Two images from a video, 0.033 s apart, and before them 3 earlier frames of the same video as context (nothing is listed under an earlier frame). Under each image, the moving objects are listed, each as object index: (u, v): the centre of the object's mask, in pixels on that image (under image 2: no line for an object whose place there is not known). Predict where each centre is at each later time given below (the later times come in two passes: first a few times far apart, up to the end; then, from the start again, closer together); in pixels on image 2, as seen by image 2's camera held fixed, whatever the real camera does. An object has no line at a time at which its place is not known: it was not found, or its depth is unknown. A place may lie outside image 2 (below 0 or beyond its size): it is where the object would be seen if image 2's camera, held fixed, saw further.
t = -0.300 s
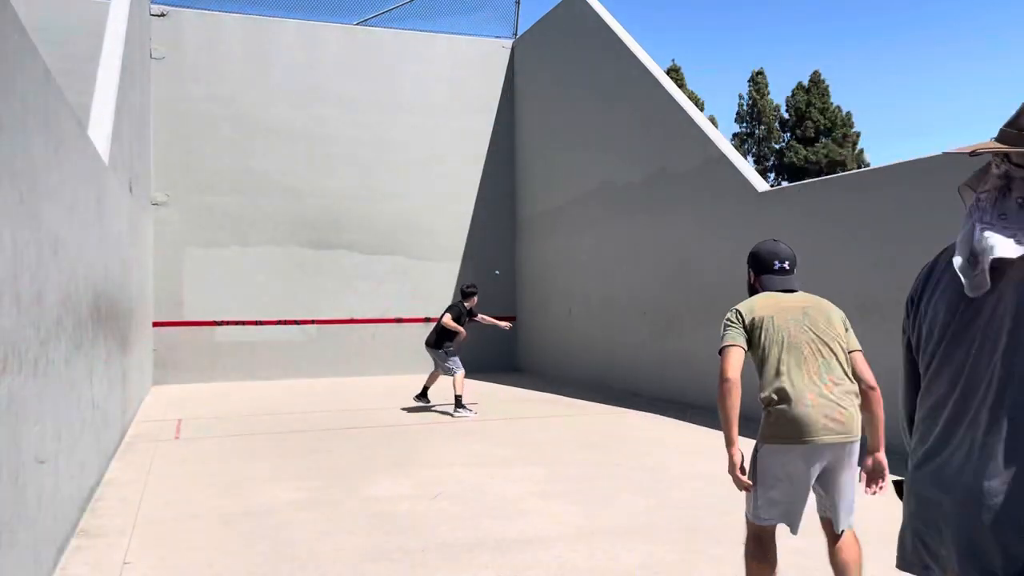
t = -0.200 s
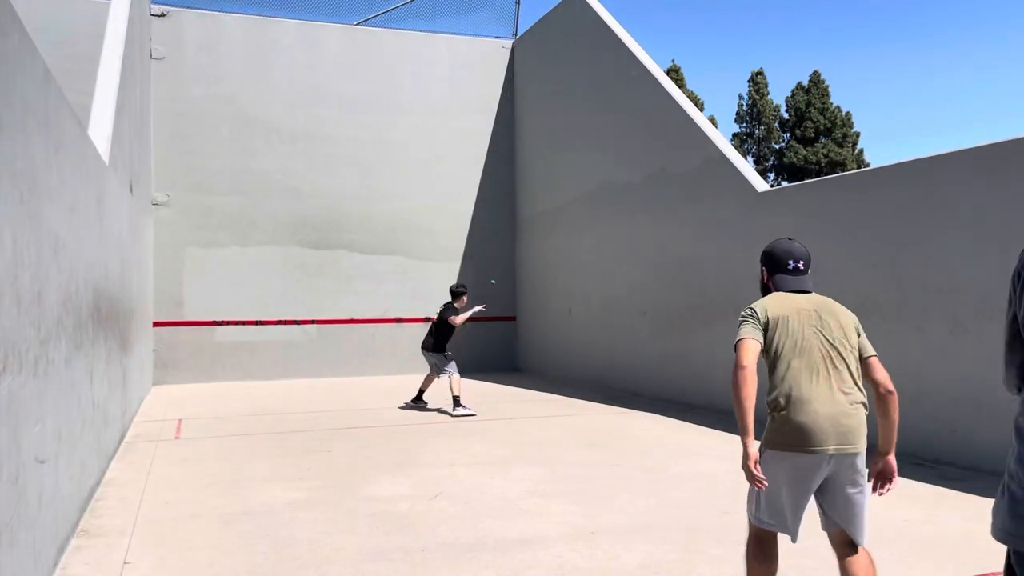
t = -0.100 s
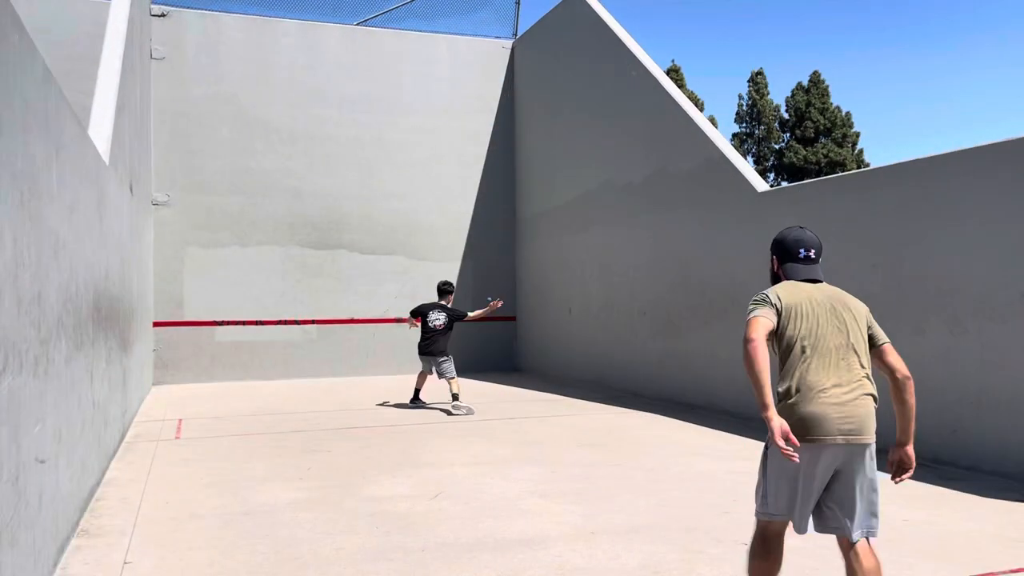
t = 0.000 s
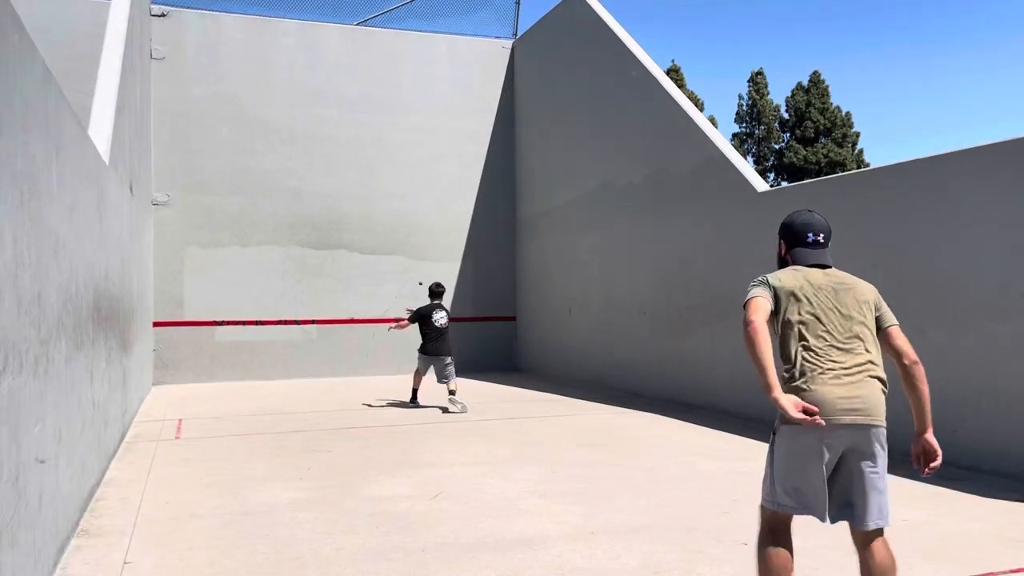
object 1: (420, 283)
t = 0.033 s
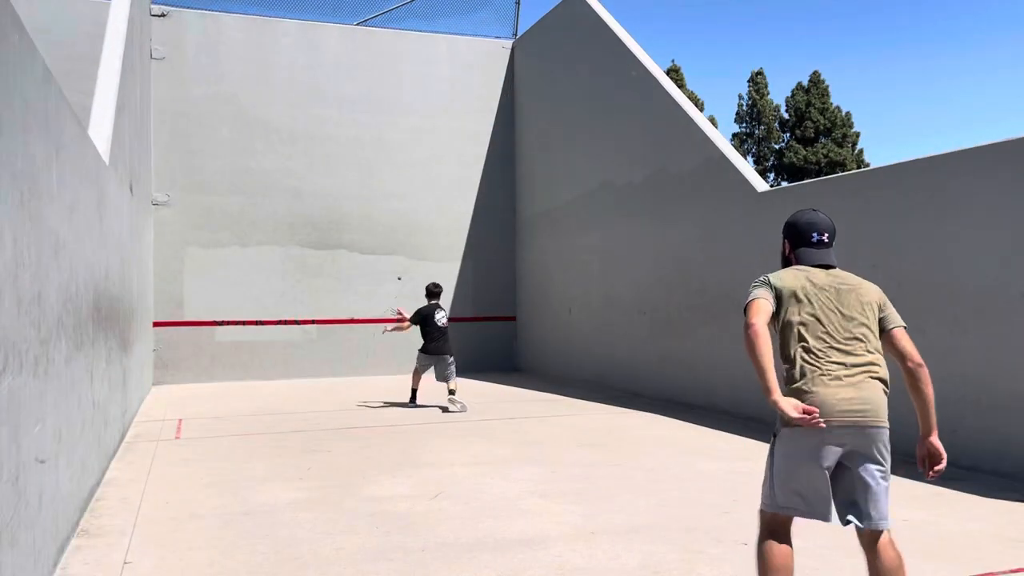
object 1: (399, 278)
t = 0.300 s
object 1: (342, 265)
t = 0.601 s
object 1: (316, 314)
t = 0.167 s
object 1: (349, 268)
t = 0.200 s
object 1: (347, 266)
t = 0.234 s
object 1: (345, 265)
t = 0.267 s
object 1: (344, 264)
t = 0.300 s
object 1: (342, 265)
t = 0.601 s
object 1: (316, 314)
